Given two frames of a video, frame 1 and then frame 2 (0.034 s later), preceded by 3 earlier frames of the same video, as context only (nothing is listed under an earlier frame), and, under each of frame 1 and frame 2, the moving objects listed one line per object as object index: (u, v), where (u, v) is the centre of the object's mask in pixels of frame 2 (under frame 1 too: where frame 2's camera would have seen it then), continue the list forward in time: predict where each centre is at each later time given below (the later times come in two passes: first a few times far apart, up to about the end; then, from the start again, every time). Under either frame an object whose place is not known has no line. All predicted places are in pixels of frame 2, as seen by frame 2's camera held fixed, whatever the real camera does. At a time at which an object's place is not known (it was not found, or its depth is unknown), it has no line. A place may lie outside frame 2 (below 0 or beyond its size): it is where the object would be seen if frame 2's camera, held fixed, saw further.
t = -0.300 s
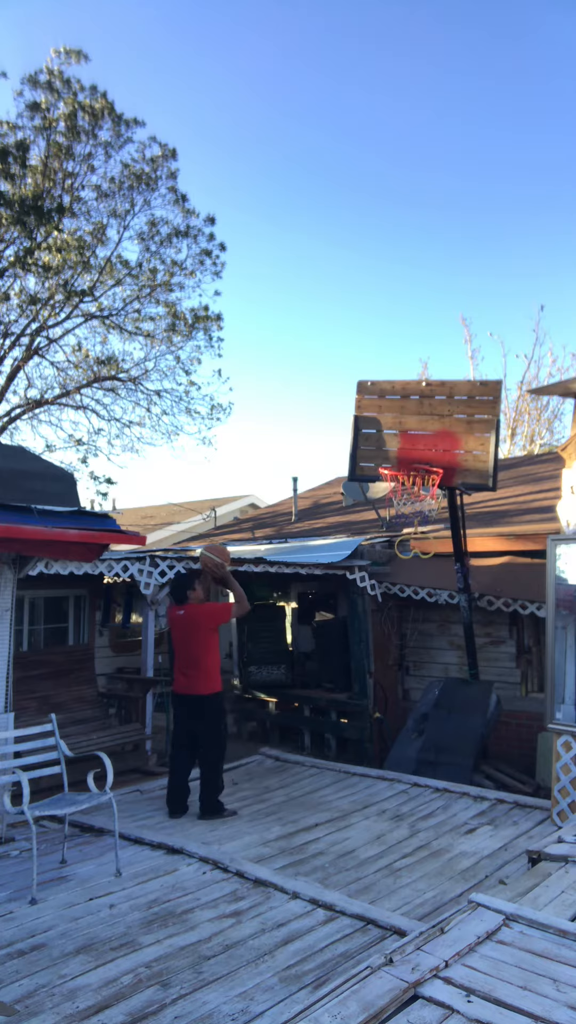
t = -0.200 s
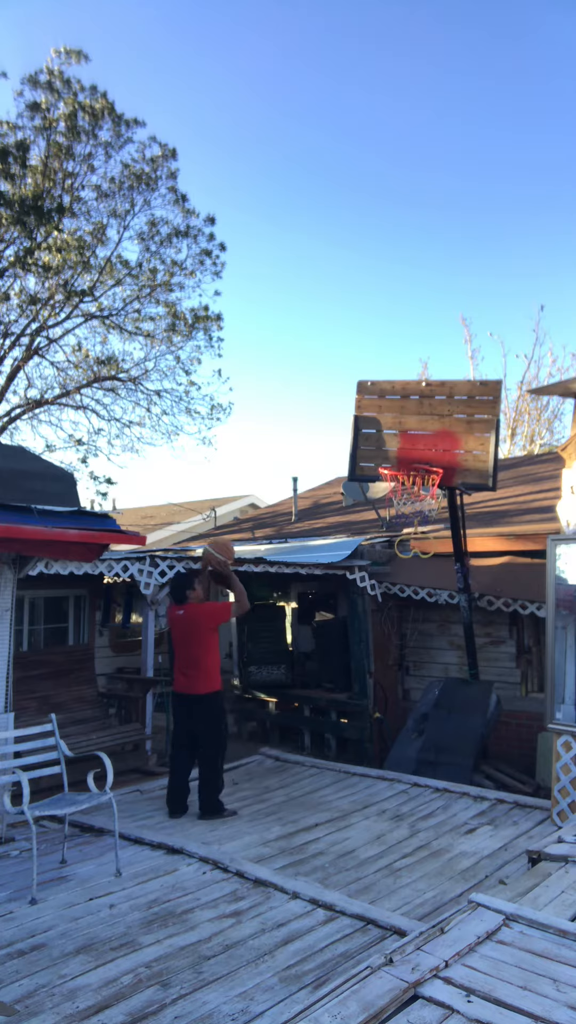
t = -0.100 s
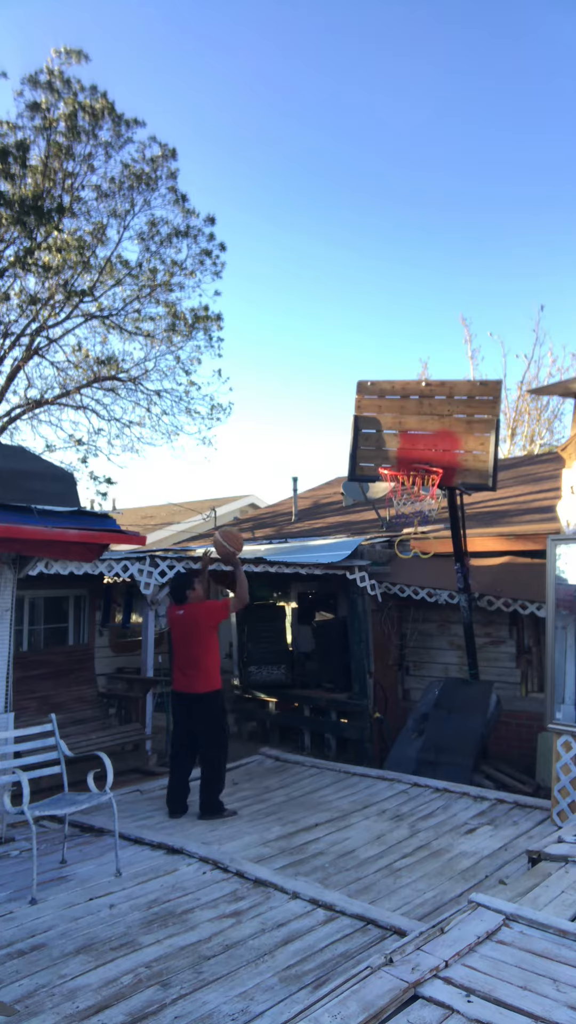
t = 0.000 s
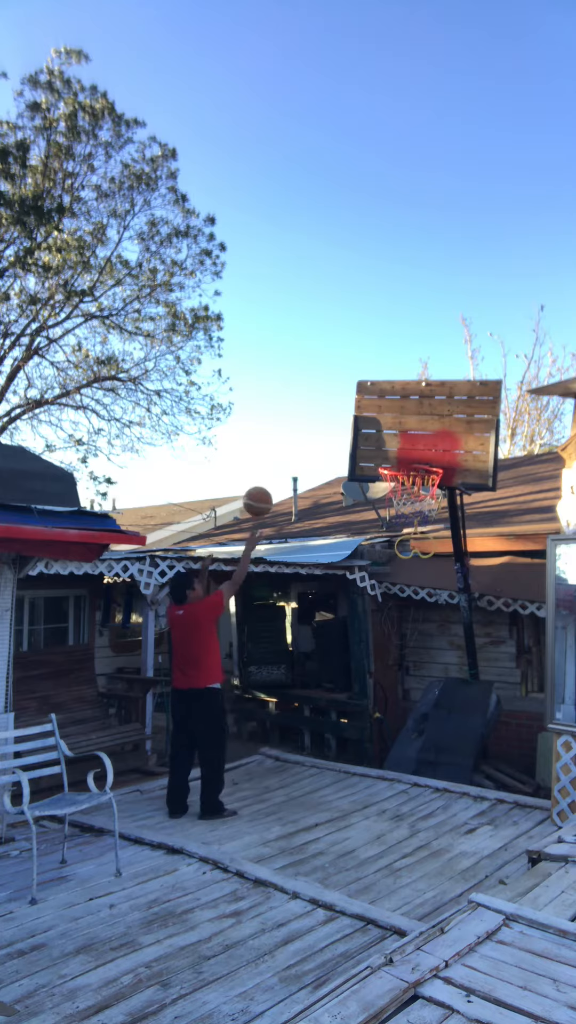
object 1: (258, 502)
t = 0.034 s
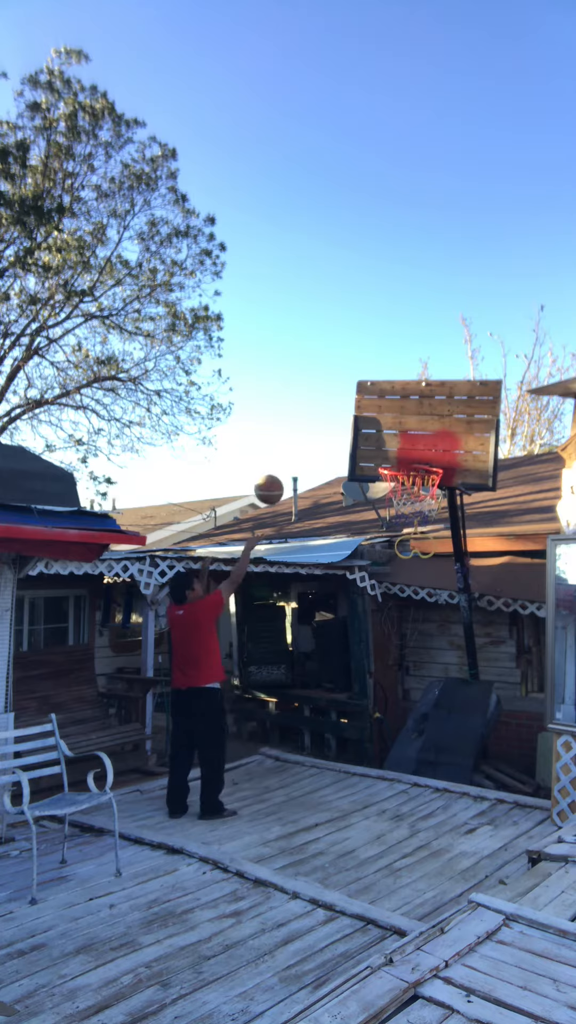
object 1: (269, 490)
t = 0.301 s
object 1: (354, 445)
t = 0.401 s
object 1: (383, 450)
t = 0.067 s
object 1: (282, 479)
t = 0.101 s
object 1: (293, 470)
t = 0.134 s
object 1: (303, 462)
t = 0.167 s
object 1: (313, 456)
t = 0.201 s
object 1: (324, 451)
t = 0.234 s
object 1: (334, 448)
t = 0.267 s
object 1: (344, 446)
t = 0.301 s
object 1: (354, 445)
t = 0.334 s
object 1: (363, 446)
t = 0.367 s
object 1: (373, 447)
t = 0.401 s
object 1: (383, 450)
